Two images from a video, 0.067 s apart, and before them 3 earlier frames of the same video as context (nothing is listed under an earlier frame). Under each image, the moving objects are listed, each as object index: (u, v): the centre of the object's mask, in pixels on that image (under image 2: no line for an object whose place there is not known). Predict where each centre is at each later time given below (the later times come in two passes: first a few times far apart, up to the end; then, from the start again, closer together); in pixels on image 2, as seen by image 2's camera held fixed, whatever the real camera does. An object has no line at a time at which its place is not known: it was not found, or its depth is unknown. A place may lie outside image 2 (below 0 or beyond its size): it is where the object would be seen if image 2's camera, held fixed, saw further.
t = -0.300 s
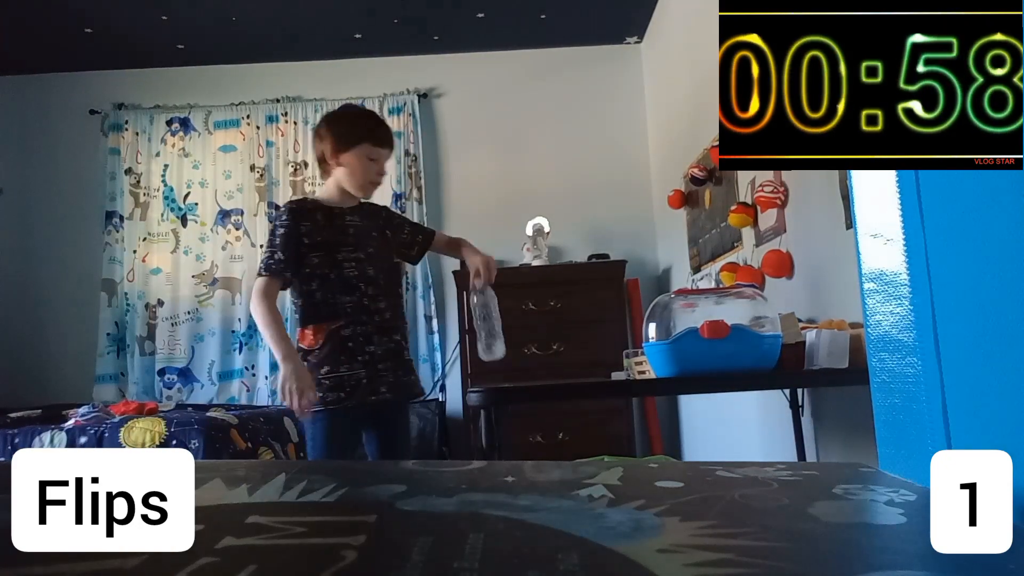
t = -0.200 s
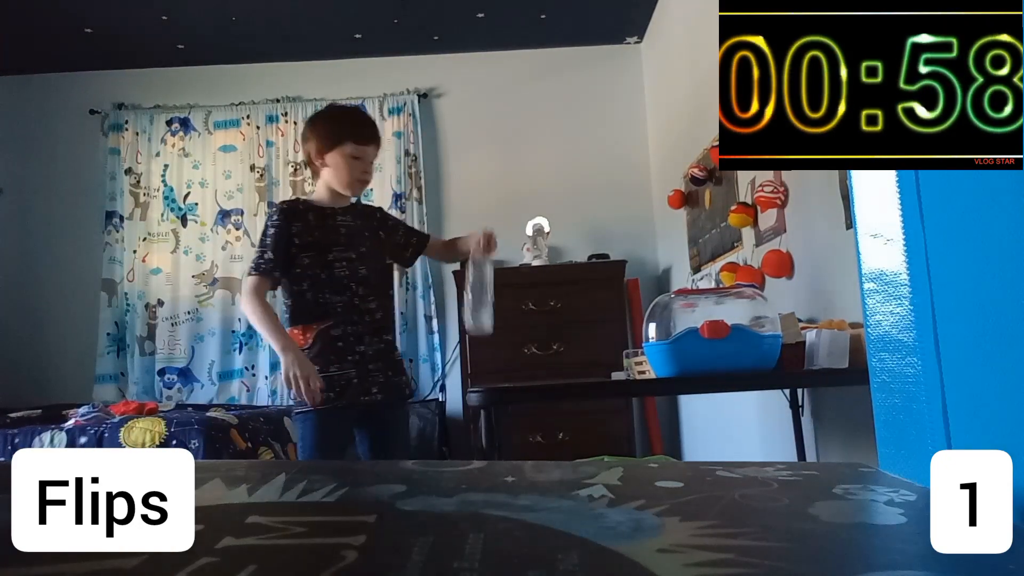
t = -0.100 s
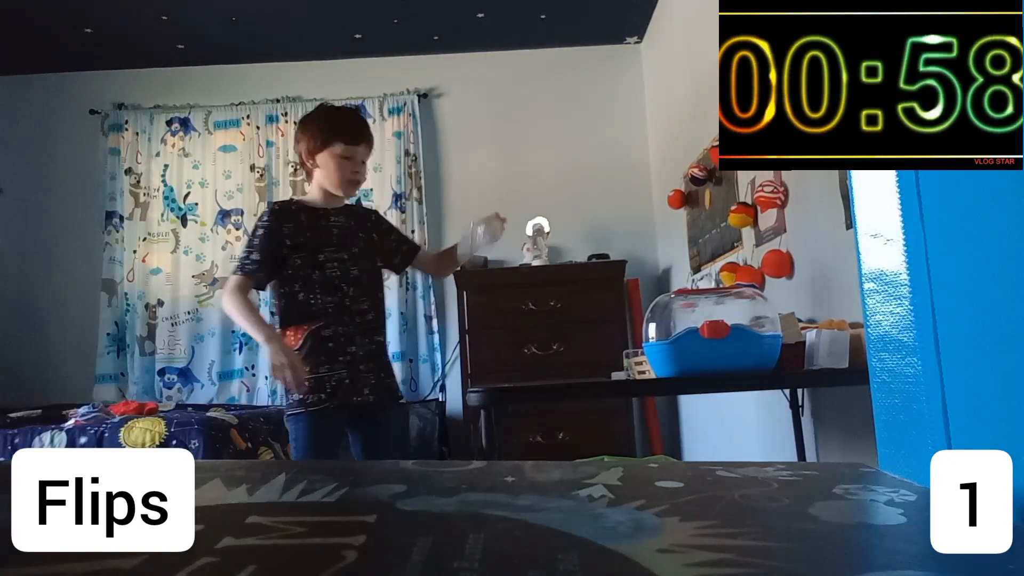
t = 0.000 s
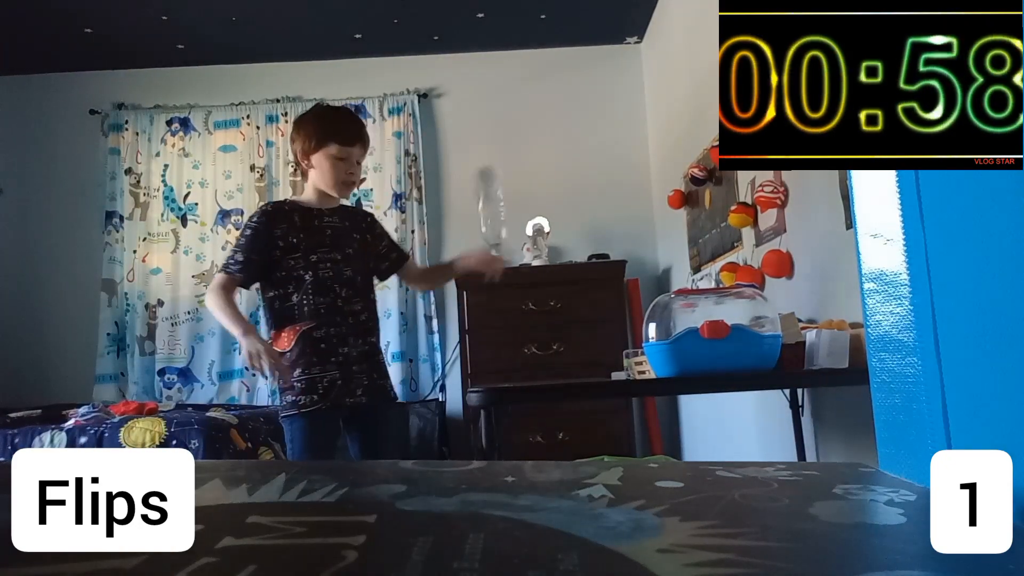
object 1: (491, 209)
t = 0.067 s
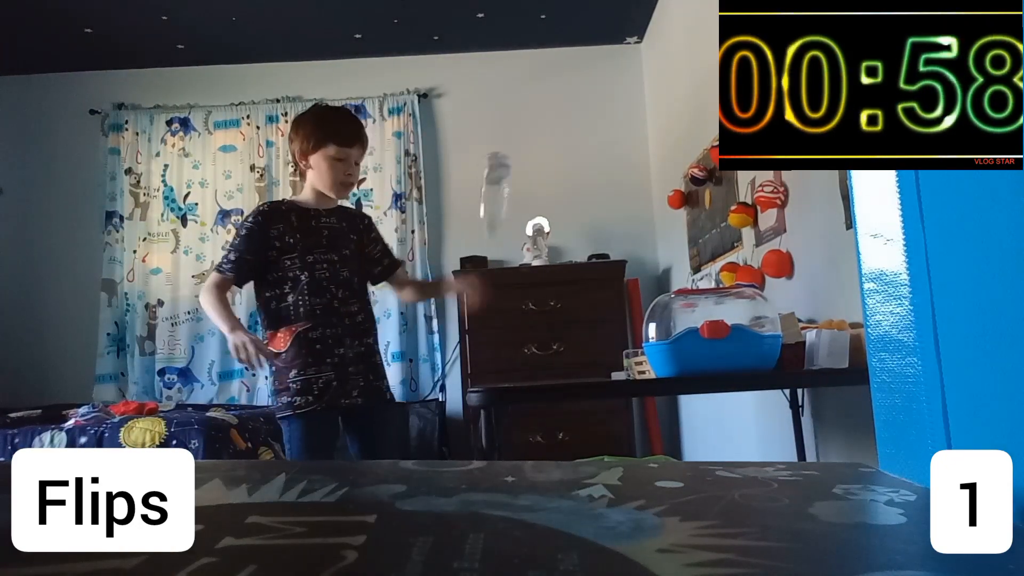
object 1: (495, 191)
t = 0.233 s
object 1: (525, 218)
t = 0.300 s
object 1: (542, 279)
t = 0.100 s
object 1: (498, 182)
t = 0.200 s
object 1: (517, 193)
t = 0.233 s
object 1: (525, 218)
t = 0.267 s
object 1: (533, 245)
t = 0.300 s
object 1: (542, 279)
